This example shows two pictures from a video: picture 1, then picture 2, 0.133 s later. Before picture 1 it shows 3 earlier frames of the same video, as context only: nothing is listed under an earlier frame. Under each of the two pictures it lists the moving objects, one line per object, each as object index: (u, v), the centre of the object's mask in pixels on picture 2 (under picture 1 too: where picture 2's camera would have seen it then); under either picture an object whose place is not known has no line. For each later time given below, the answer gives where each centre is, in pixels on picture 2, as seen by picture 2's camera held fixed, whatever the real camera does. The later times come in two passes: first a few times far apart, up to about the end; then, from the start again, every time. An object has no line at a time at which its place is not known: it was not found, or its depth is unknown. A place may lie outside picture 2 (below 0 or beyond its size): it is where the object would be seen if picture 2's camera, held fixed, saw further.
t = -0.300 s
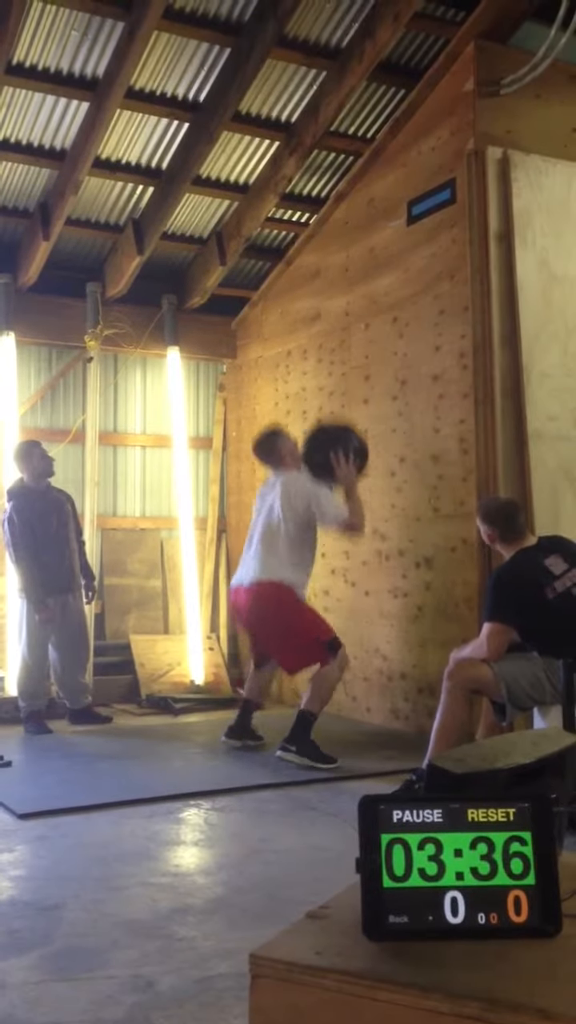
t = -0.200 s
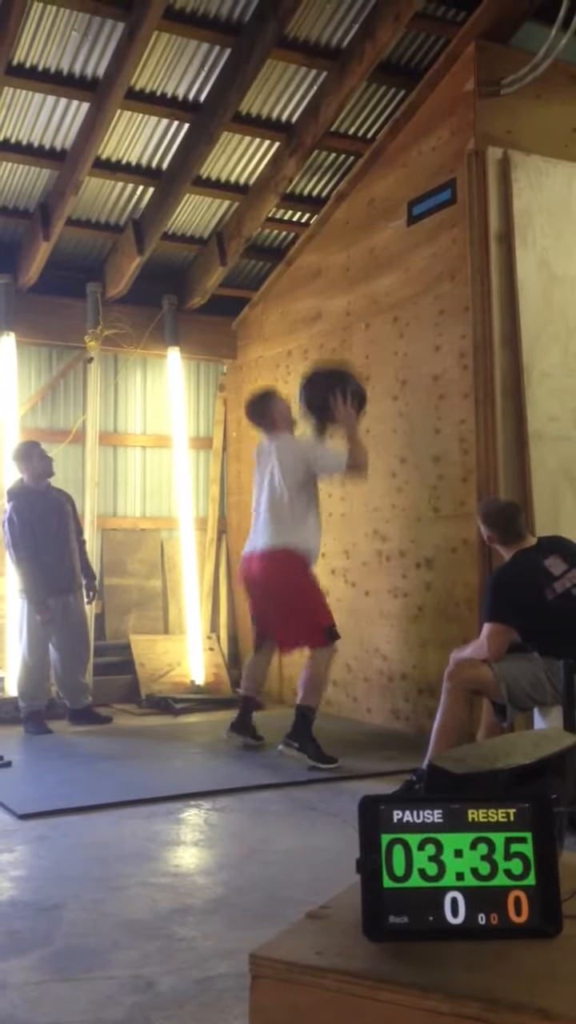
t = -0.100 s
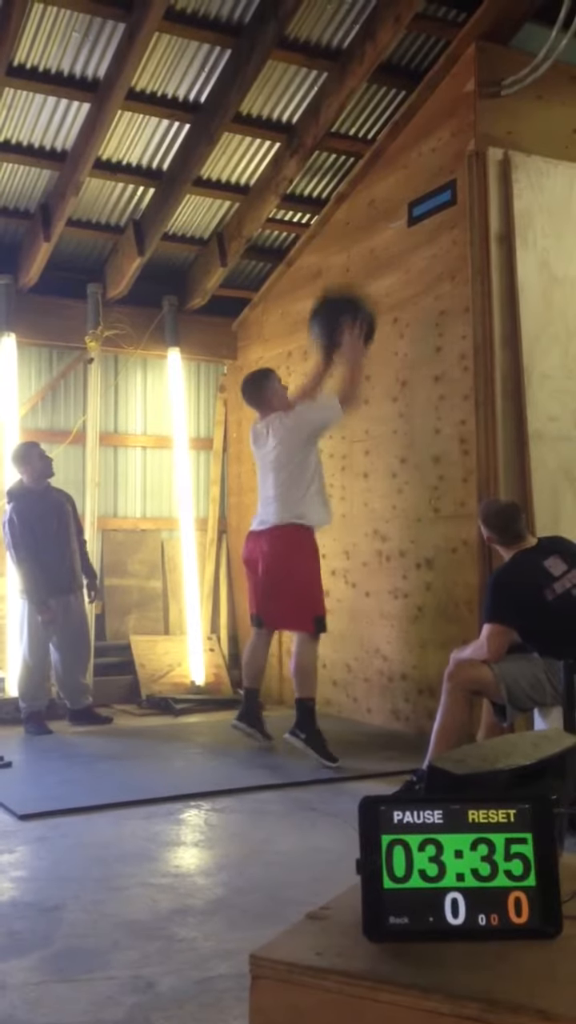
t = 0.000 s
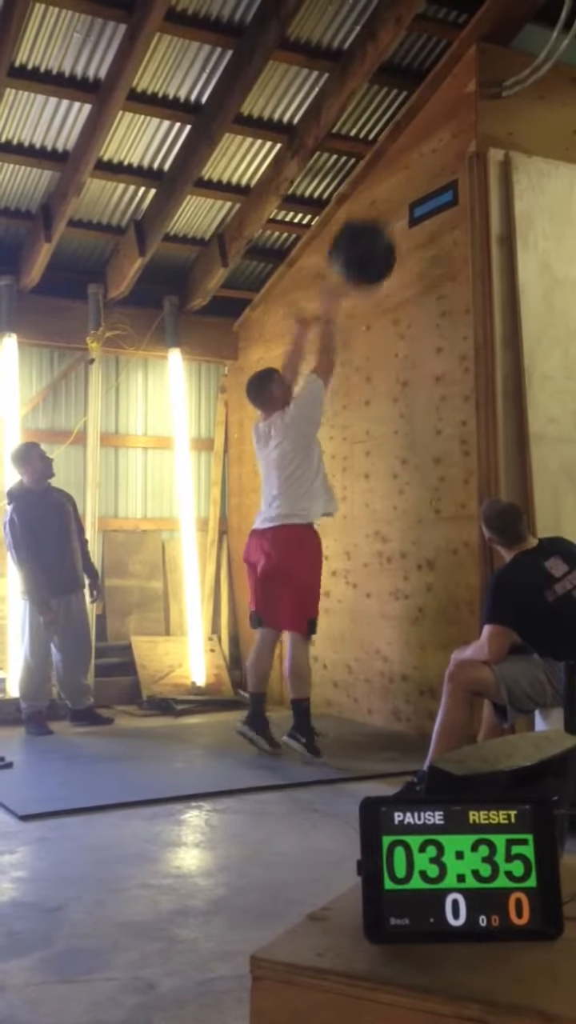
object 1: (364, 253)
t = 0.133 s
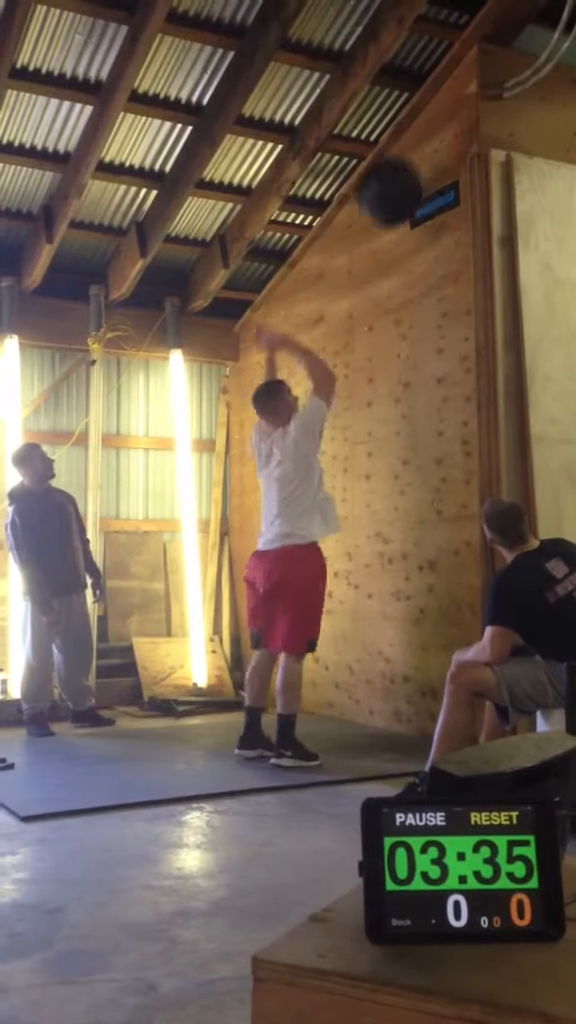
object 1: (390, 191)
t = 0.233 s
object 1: (414, 166)
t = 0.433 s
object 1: (410, 166)
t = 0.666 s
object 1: (373, 256)
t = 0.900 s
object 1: (345, 452)
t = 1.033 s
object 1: (330, 614)
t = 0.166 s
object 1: (396, 182)
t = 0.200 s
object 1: (402, 174)
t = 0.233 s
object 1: (414, 166)
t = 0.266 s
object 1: (418, 162)
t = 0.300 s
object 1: (420, 160)
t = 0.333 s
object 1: (418, 159)
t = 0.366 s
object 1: (417, 160)
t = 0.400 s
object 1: (412, 162)
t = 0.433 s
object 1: (410, 166)
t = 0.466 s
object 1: (397, 174)
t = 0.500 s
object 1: (393, 183)
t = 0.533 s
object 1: (388, 193)
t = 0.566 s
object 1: (385, 205)
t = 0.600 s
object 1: (380, 221)
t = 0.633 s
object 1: (377, 238)
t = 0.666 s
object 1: (373, 256)
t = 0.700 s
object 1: (370, 279)
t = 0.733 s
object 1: (365, 302)
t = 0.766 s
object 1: (362, 328)
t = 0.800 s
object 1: (358, 352)
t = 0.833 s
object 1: (353, 384)
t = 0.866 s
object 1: (349, 417)
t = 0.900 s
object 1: (345, 452)
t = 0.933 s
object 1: (341, 488)
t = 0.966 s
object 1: (338, 528)
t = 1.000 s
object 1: (333, 569)
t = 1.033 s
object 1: (330, 614)
